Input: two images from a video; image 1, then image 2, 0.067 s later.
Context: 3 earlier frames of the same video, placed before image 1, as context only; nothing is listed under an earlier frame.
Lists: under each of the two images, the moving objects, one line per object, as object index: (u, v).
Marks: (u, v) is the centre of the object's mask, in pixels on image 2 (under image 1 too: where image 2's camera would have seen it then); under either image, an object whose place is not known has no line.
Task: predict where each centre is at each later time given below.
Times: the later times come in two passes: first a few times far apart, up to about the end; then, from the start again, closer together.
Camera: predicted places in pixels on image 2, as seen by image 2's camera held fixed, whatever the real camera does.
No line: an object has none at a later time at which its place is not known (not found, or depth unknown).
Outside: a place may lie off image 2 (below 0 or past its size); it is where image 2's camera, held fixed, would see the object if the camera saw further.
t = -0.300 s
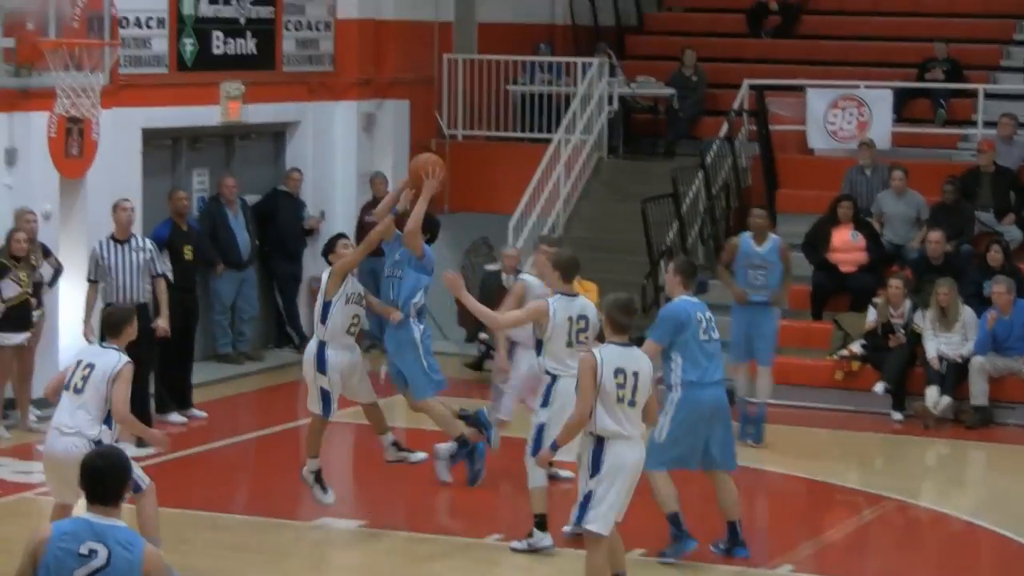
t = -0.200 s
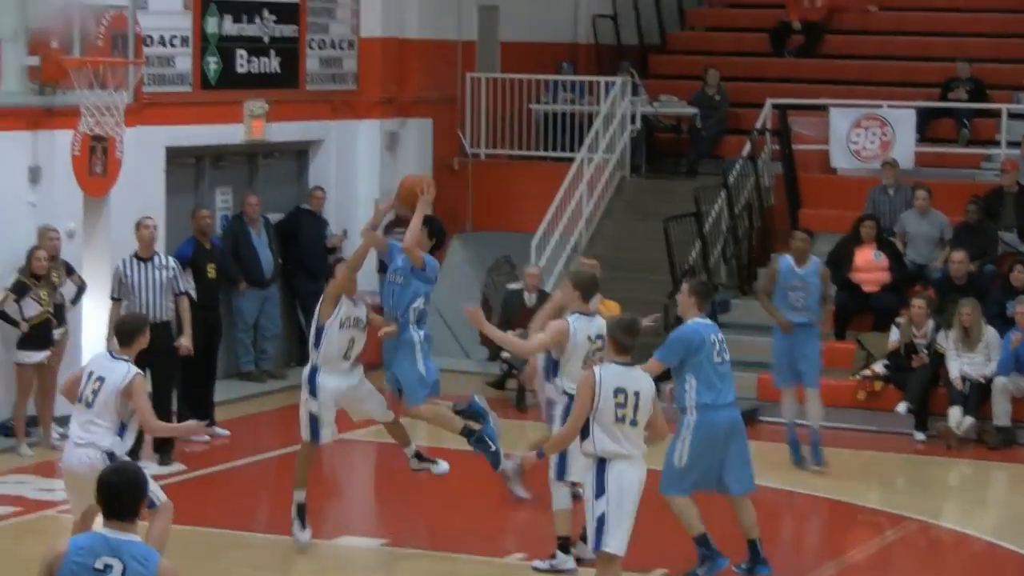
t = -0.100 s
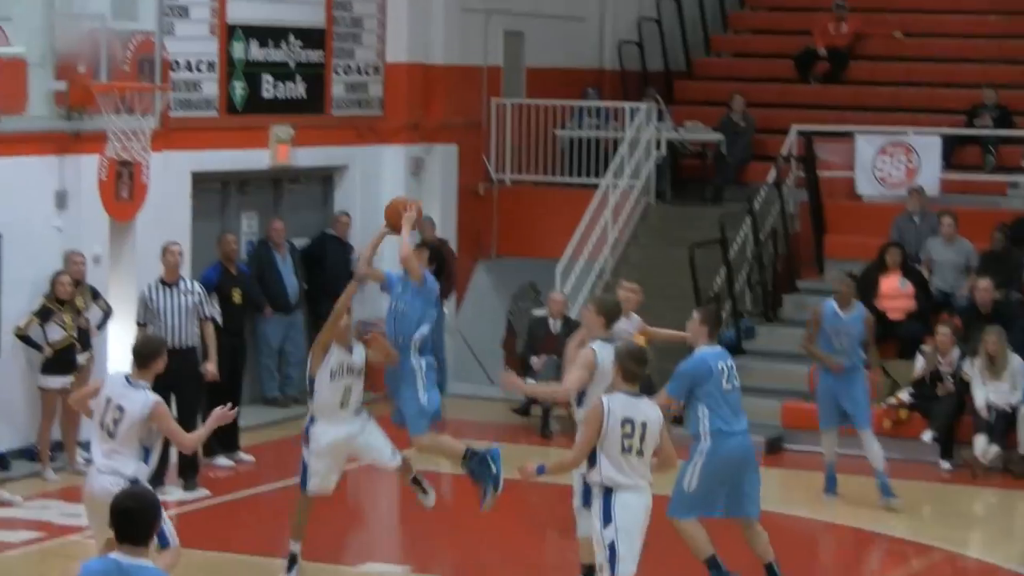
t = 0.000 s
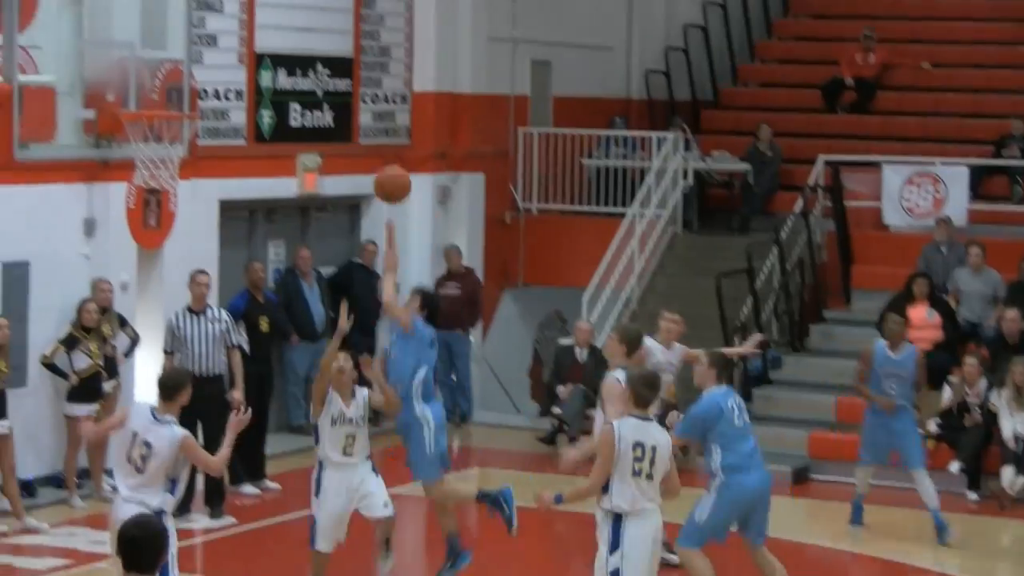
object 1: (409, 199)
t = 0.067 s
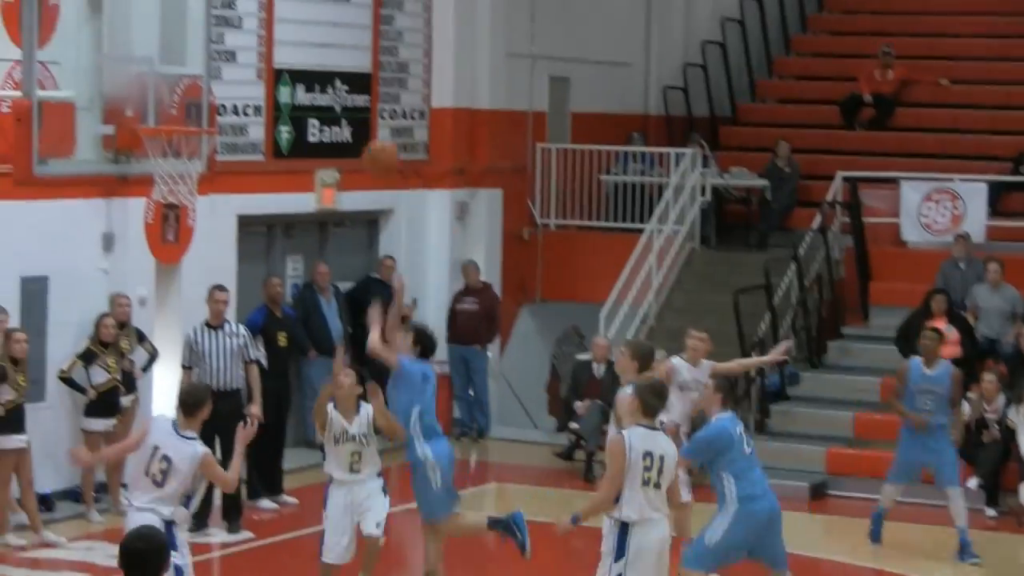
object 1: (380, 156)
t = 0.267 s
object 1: (292, 74)
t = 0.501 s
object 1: (183, 53)
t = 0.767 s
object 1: (196, 113)
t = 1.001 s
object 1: (163, 160)
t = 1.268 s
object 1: (170, 282)
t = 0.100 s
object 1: (368, 141)
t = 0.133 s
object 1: (353, 124)
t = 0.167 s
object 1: (338, 109)
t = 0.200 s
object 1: (323, 96)
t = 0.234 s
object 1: (308, 85)
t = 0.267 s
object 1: (292, 74)
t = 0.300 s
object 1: (277, 66)
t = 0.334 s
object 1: (263, 60)
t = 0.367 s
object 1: (247, 55)
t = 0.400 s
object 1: (231, 51)
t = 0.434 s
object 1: (217, 51)
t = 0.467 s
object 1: (200, 51)
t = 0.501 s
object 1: (183, 53)
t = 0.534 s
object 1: (175, 56)
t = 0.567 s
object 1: (178, 59)
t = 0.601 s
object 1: (181, 64)
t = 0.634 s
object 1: (183, 70)
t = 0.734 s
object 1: (191, 100)
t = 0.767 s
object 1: (196, 113)
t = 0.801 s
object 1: (192, 118)
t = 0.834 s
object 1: (183, 127)
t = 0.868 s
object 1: (174, 138)
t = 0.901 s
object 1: (168, 147)
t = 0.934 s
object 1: (162, 149)
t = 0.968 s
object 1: (160, 151)
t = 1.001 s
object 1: (163, 160)
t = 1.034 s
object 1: (158, 180)
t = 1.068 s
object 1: (162, 193)
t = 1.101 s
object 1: (161, 200)
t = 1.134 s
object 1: (163, 209)
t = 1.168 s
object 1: (165, 223)
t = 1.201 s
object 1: (166, 243)
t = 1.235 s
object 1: (167, 261)
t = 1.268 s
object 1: (170, 282)
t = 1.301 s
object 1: (171, 305)
